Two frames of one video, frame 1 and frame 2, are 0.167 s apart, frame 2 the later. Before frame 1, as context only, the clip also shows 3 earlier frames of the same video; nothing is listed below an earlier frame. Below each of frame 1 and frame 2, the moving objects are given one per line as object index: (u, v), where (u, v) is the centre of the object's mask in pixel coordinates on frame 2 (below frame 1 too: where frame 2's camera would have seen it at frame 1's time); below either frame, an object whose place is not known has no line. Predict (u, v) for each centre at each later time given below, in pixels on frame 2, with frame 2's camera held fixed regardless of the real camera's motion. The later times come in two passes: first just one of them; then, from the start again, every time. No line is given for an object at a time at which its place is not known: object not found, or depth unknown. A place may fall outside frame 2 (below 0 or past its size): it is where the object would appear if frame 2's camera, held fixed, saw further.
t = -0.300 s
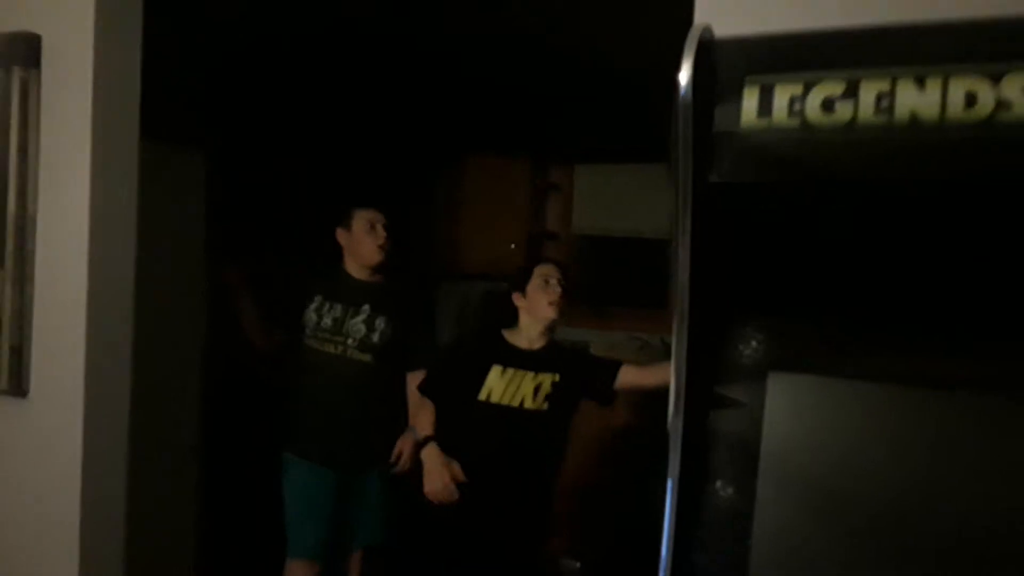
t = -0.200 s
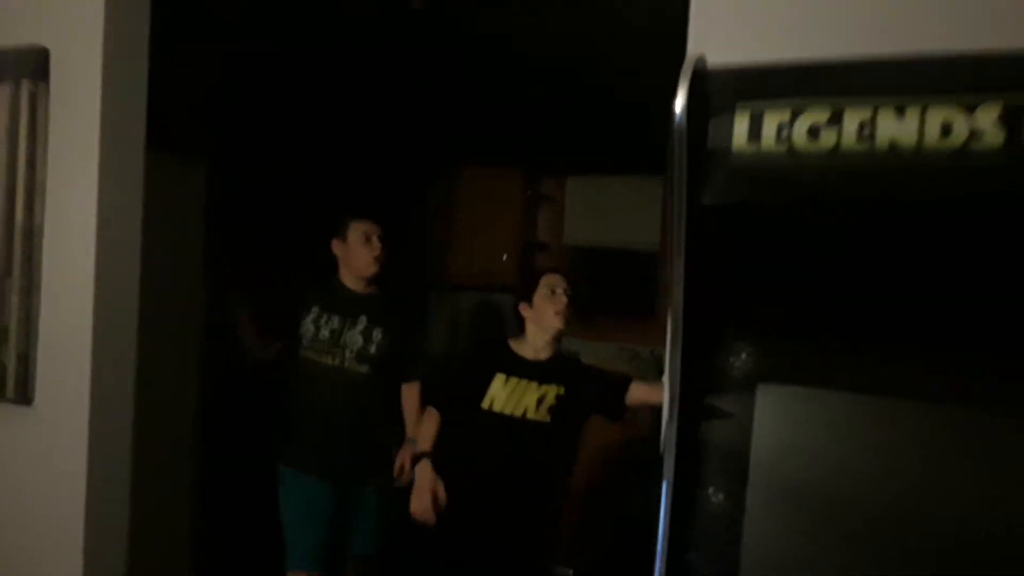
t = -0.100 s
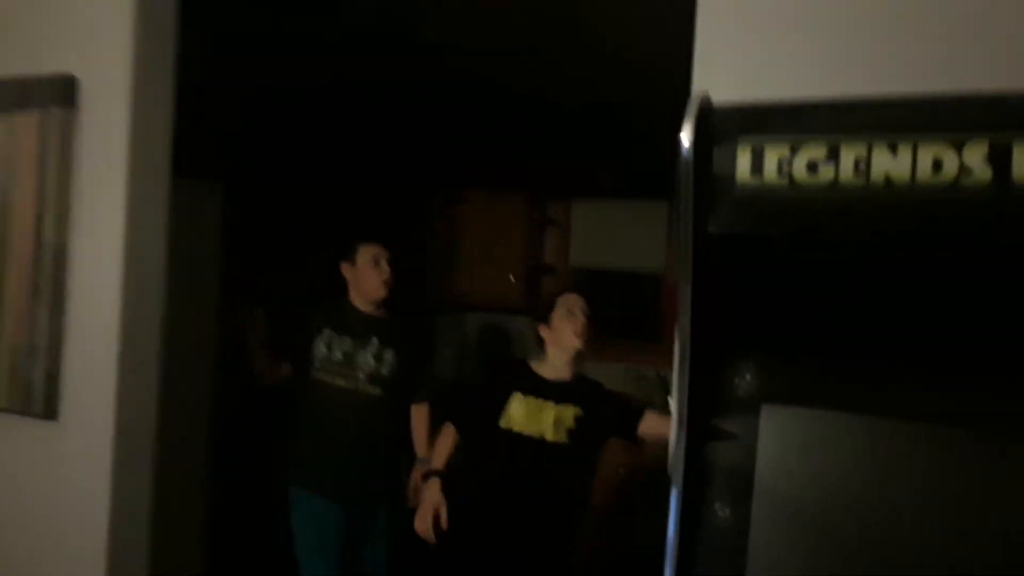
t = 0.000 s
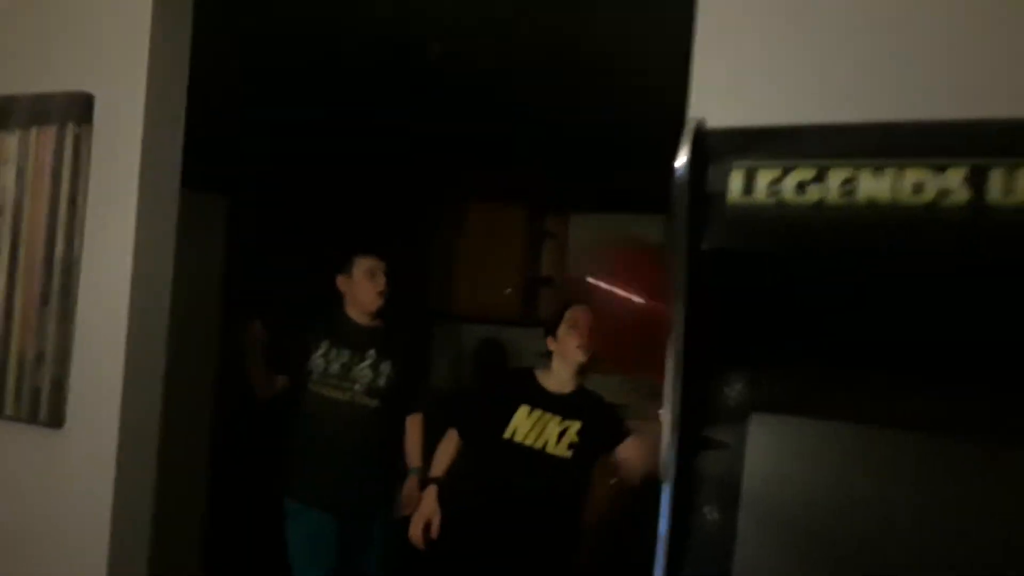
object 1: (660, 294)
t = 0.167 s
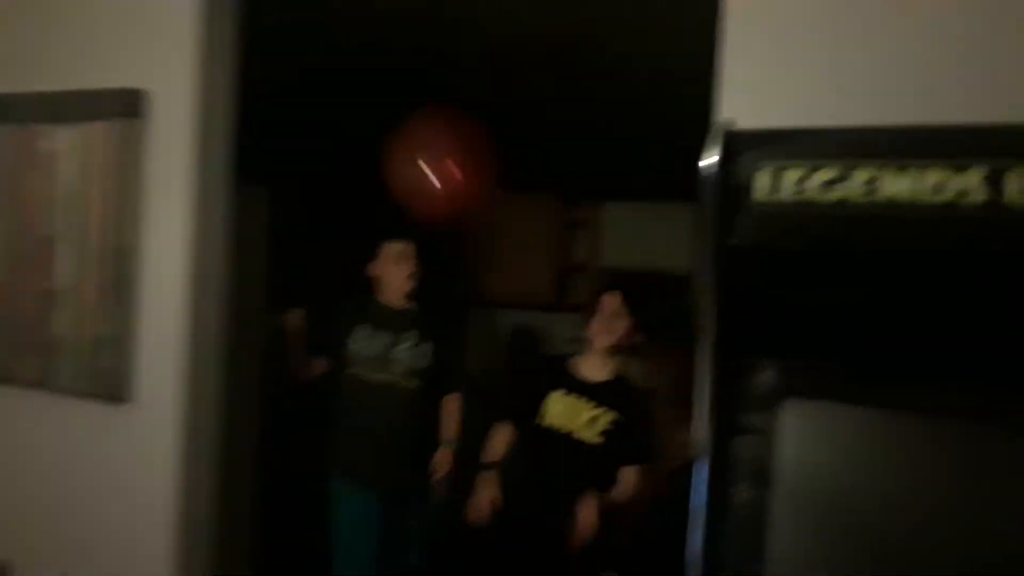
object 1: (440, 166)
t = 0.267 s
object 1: (358, 123)
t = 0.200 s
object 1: (406, 148)
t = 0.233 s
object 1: (381, 133)
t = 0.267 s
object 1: (358, 123)
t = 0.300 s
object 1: (337, 115)
